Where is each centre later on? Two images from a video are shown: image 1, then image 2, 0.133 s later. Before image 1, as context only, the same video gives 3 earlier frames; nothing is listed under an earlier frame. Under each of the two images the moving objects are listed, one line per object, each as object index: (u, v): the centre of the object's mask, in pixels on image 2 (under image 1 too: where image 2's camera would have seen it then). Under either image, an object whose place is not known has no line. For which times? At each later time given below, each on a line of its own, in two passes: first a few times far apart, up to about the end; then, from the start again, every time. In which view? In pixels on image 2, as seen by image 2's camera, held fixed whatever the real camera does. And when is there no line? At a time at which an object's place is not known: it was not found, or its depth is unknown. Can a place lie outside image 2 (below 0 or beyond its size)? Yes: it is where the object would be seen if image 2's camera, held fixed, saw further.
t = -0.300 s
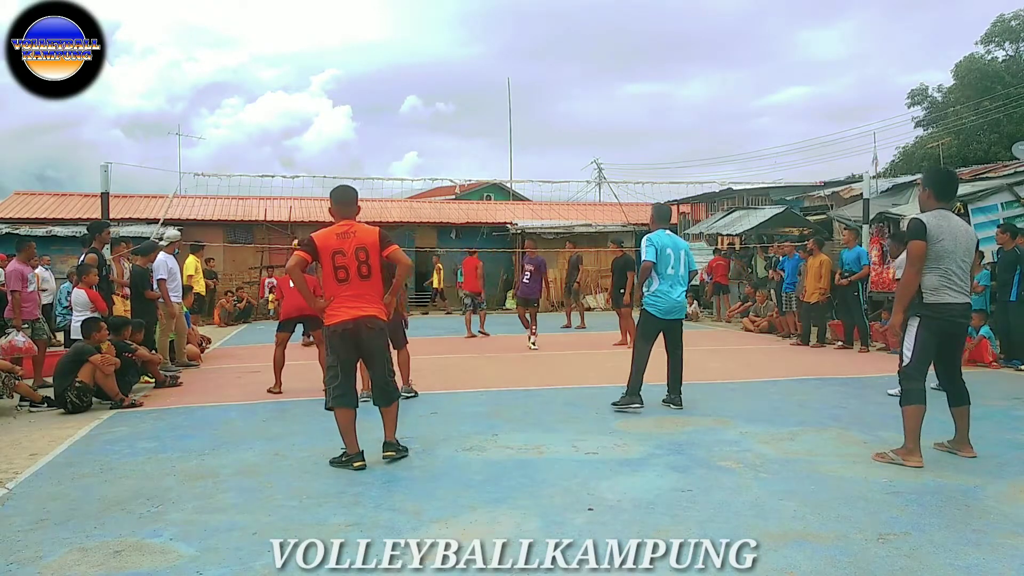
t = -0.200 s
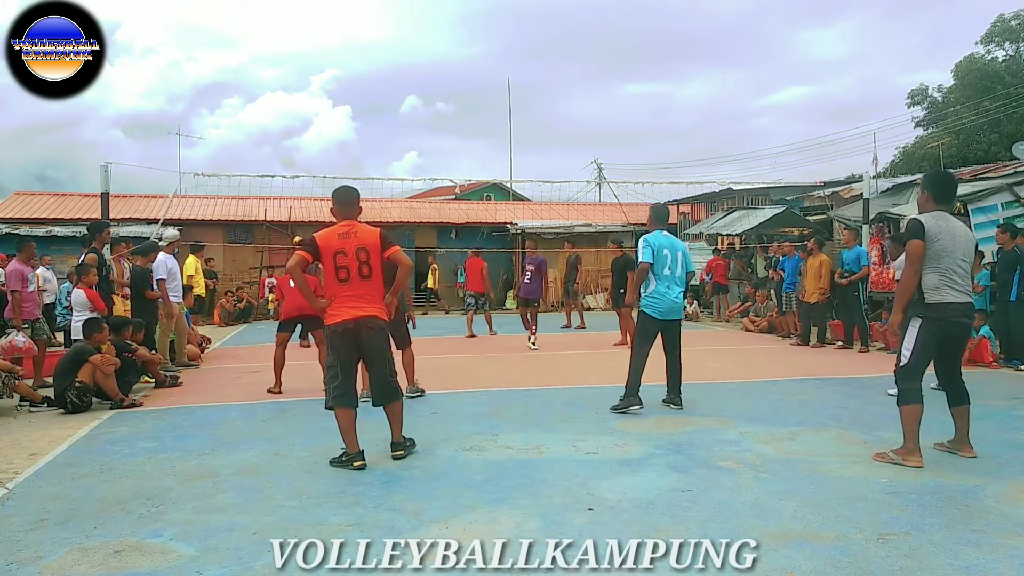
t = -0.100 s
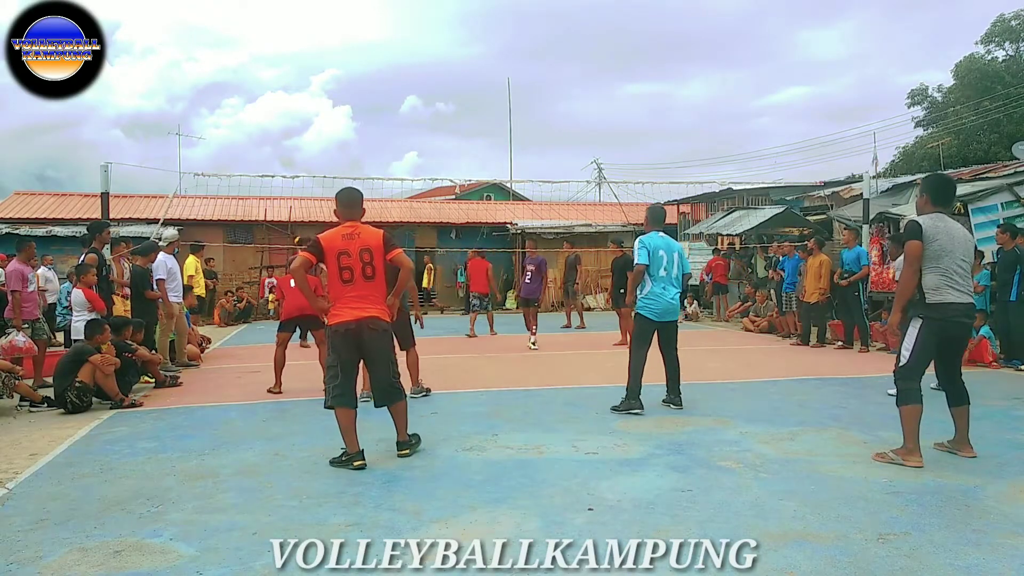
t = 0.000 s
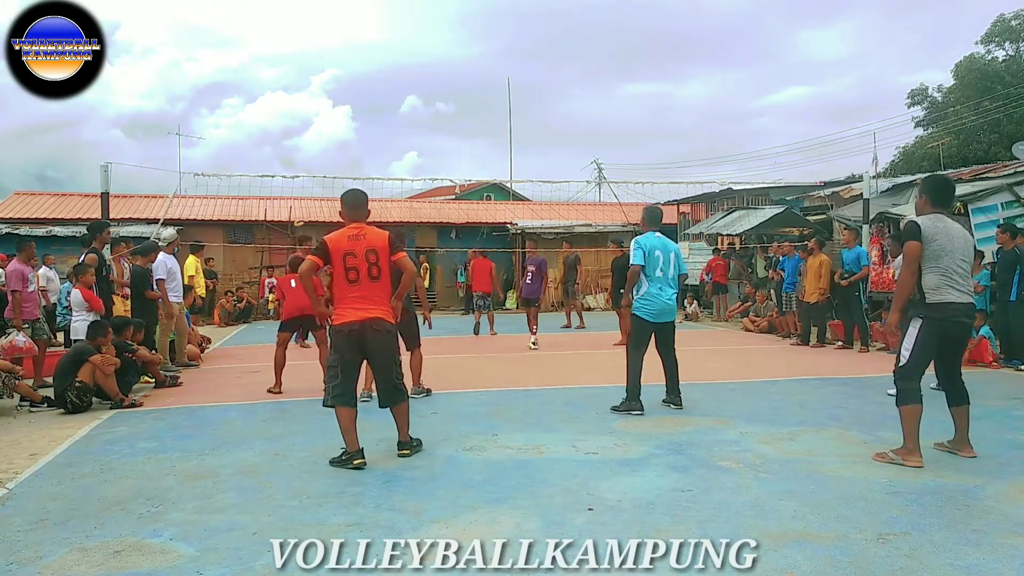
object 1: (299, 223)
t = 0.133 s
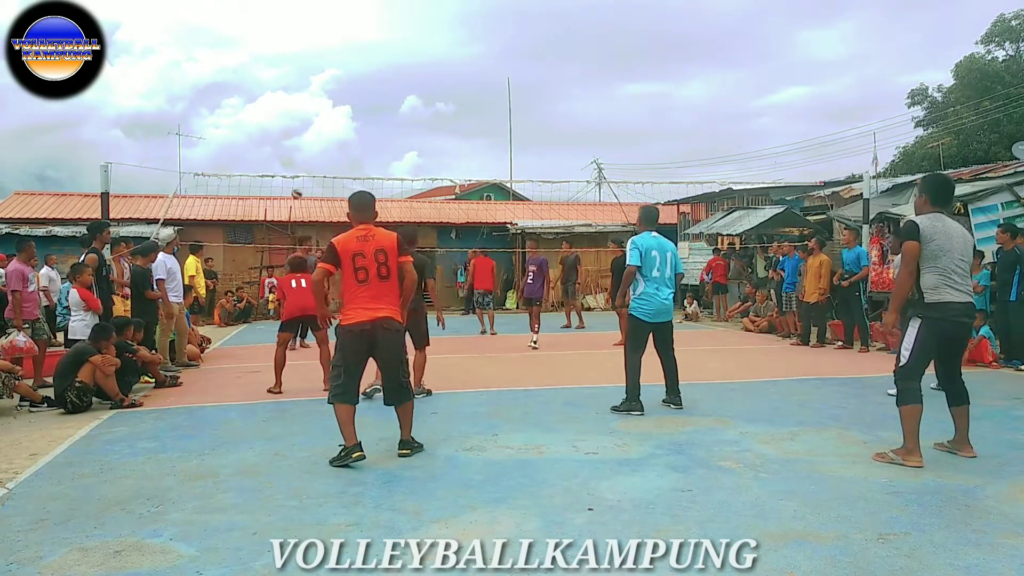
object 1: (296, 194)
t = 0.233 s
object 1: (294, 172)
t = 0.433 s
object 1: (292, 137)
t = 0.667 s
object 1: (290, 110)
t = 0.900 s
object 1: (289, 118)
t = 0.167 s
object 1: (296, 187)
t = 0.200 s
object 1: (295, 181)
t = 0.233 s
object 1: (294, 172)
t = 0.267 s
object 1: (294, 167)
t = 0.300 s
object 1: (293, 160)
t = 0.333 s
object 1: (292, 154)
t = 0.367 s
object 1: (292, 148)
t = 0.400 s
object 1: (292, 142)
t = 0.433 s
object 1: (292, 137)
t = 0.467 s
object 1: (292, 132)
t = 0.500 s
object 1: (292, 127)
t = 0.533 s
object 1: (292, 123)
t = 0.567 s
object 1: (291, 119)
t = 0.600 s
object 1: (291, 115)
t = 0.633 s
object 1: (291, 112)
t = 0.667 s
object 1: (290, 110)
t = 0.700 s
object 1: (291, 108)
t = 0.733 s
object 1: (291, 107)
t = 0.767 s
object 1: (290, 107)
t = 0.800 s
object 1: (290, 108)
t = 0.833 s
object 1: (290, 110)
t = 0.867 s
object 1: (289, 113)
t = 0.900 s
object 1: (289, 118)
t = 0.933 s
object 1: (288, 124)
